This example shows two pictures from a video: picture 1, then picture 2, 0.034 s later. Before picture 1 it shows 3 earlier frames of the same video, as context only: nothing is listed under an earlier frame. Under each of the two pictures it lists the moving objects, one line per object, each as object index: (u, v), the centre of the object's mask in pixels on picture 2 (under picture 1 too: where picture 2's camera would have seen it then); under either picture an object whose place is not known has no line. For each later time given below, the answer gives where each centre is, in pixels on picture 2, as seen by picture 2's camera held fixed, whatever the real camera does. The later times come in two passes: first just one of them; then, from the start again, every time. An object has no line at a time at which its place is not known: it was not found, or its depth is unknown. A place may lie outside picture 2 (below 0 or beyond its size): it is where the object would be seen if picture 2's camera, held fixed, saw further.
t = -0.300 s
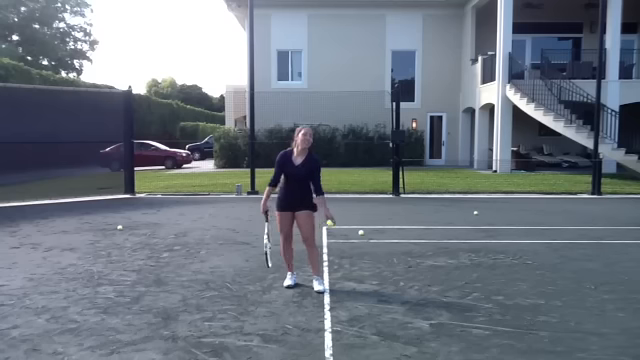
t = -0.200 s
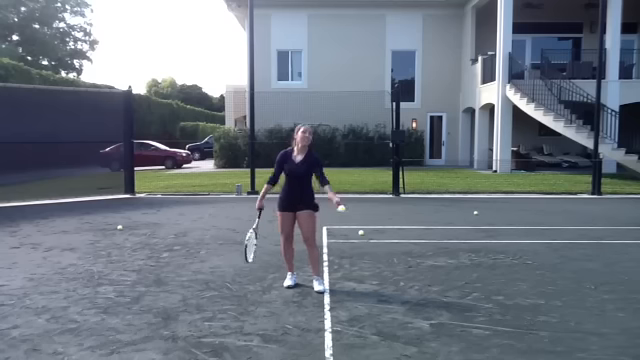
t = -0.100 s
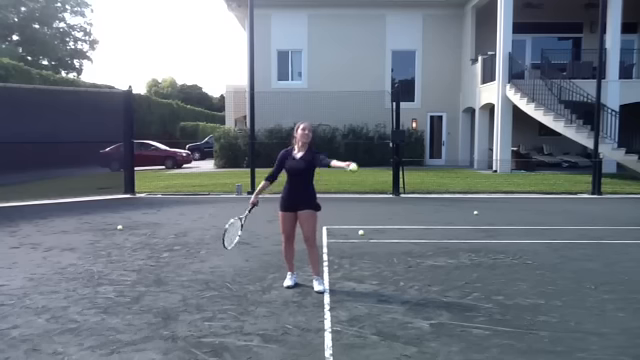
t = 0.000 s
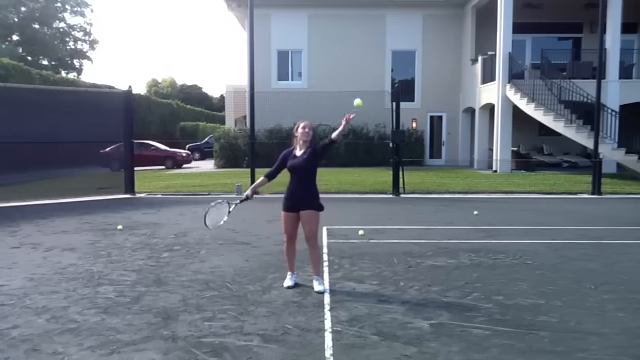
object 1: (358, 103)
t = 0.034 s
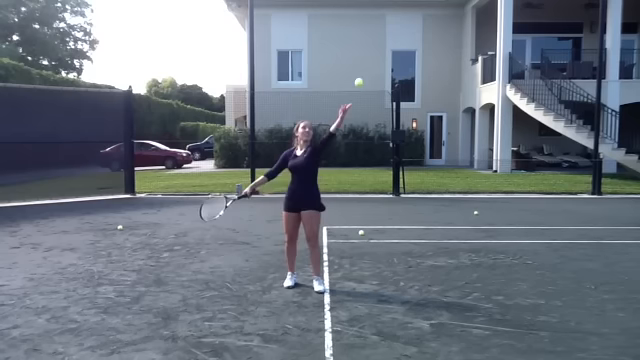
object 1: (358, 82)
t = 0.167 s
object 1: (361, 11)
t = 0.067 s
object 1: (359, 62)
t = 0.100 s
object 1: (360, 44)
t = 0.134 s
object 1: (361, 26)
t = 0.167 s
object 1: (361, 11)
